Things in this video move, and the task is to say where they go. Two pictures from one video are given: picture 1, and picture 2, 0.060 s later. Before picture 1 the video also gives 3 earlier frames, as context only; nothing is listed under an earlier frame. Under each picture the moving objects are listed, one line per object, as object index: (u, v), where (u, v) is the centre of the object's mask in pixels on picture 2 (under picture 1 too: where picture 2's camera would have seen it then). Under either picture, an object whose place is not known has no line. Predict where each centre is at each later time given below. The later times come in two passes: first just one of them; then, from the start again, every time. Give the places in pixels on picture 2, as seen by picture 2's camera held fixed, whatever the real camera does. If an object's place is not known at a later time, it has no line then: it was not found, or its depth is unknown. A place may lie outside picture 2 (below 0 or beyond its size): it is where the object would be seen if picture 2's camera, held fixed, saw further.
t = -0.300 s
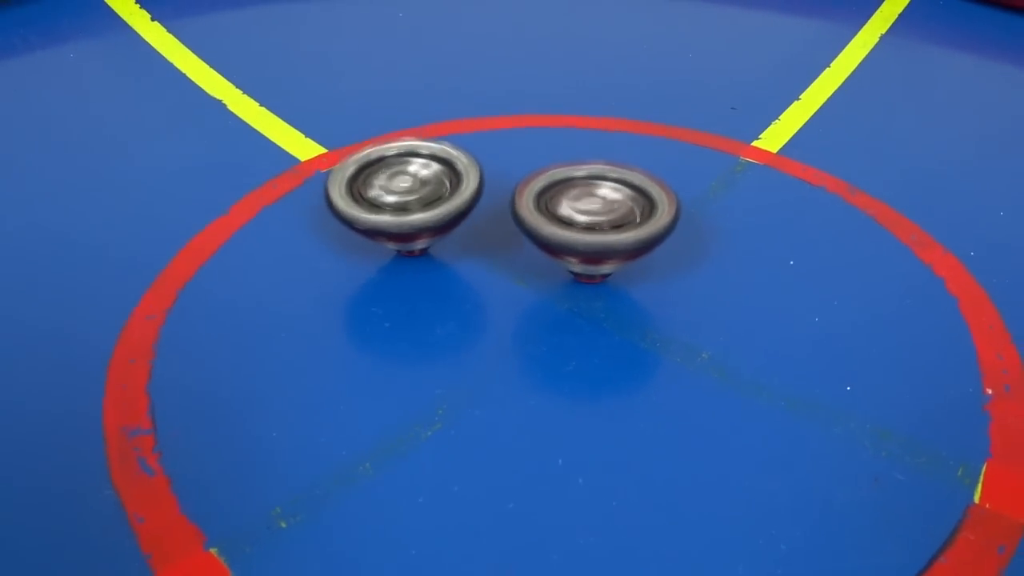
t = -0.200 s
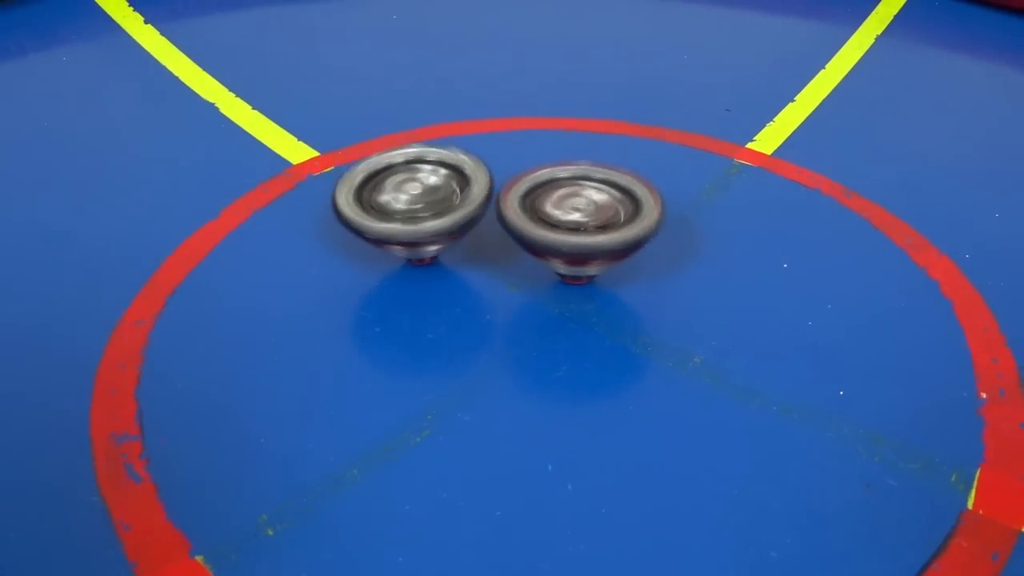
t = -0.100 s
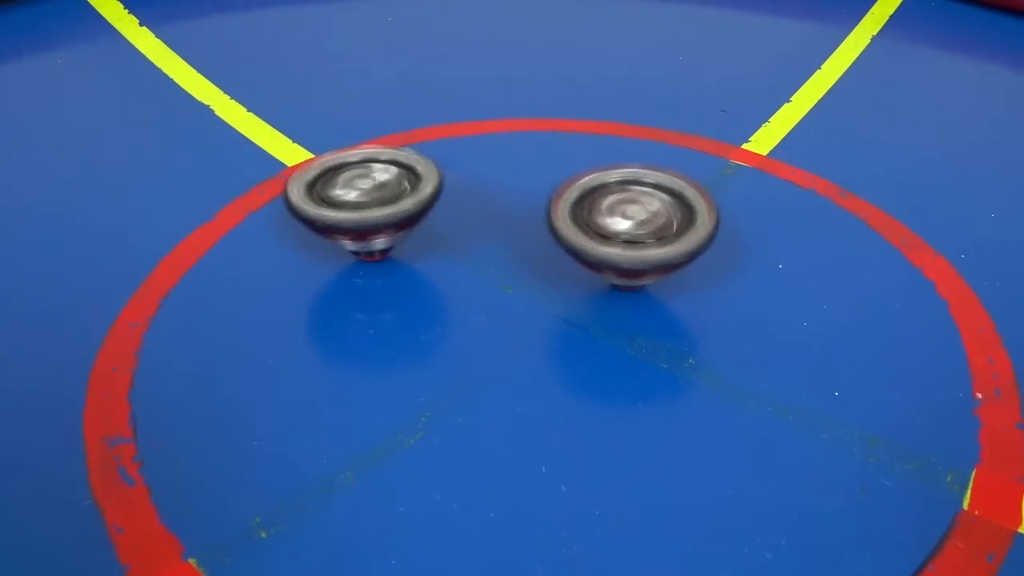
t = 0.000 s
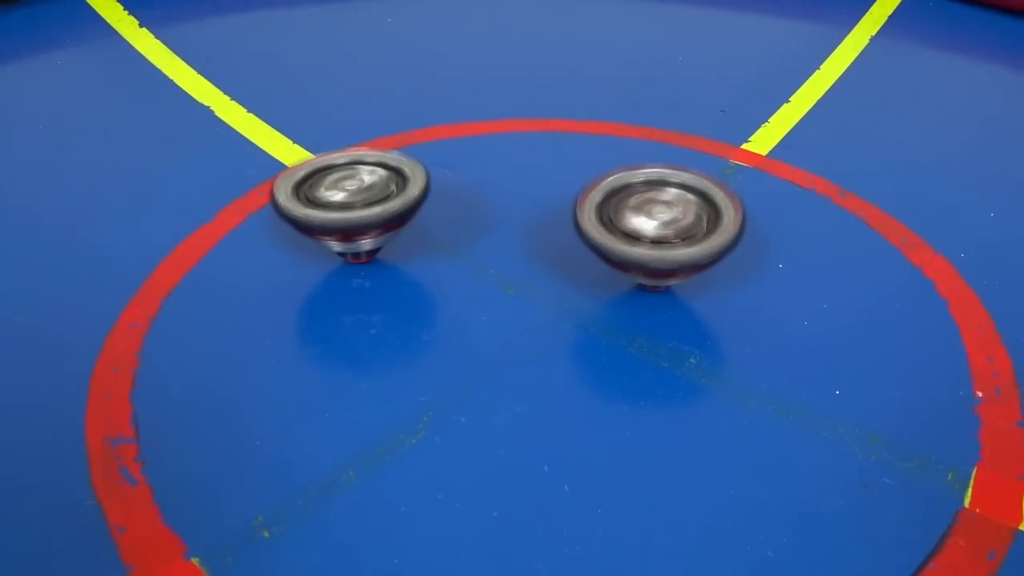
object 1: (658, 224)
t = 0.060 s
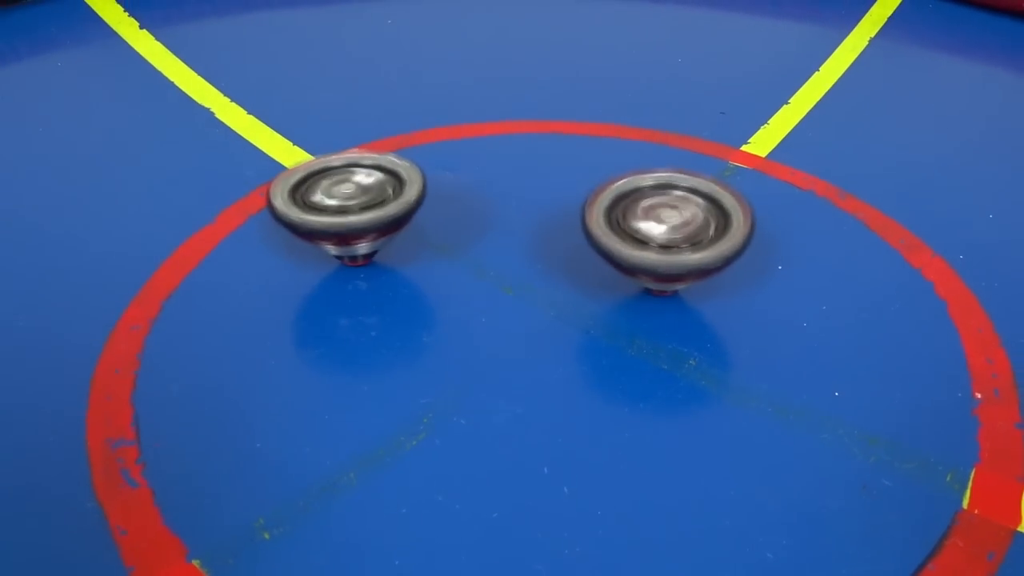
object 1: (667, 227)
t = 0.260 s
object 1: (688, 248)
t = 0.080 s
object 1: (669, 227)
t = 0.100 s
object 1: (671, 229)
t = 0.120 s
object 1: (674, 231)
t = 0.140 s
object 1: (675, 233)
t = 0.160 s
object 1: (677, 235)
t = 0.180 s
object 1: (680, 238)
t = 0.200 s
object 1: (681, 240)
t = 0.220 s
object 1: (684, 242)
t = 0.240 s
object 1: (686, 245)
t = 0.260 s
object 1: (688, 248)
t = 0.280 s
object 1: (691, 250)
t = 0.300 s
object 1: (693, 253)
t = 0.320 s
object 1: (694, 255)
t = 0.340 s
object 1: (696, 257)
